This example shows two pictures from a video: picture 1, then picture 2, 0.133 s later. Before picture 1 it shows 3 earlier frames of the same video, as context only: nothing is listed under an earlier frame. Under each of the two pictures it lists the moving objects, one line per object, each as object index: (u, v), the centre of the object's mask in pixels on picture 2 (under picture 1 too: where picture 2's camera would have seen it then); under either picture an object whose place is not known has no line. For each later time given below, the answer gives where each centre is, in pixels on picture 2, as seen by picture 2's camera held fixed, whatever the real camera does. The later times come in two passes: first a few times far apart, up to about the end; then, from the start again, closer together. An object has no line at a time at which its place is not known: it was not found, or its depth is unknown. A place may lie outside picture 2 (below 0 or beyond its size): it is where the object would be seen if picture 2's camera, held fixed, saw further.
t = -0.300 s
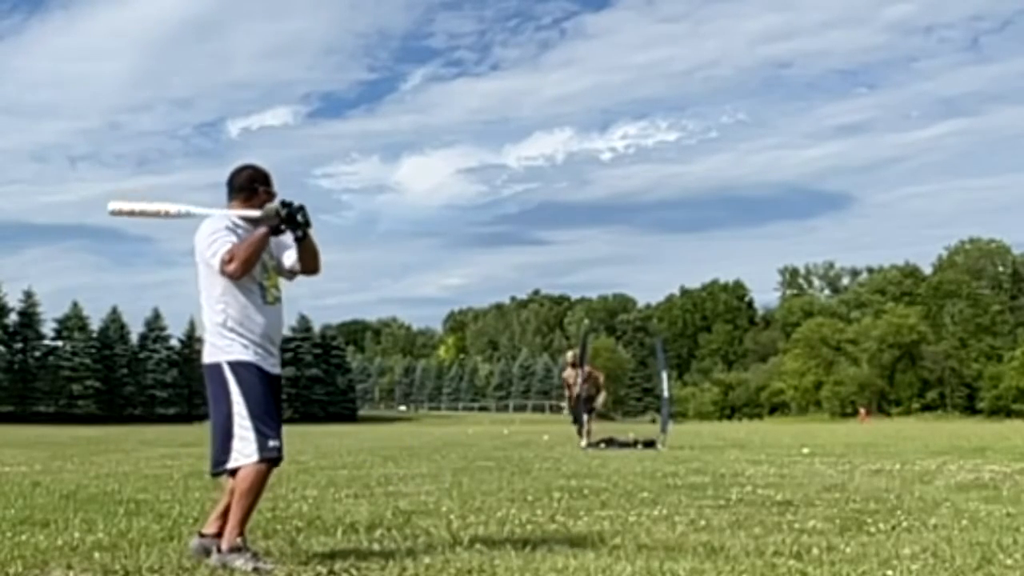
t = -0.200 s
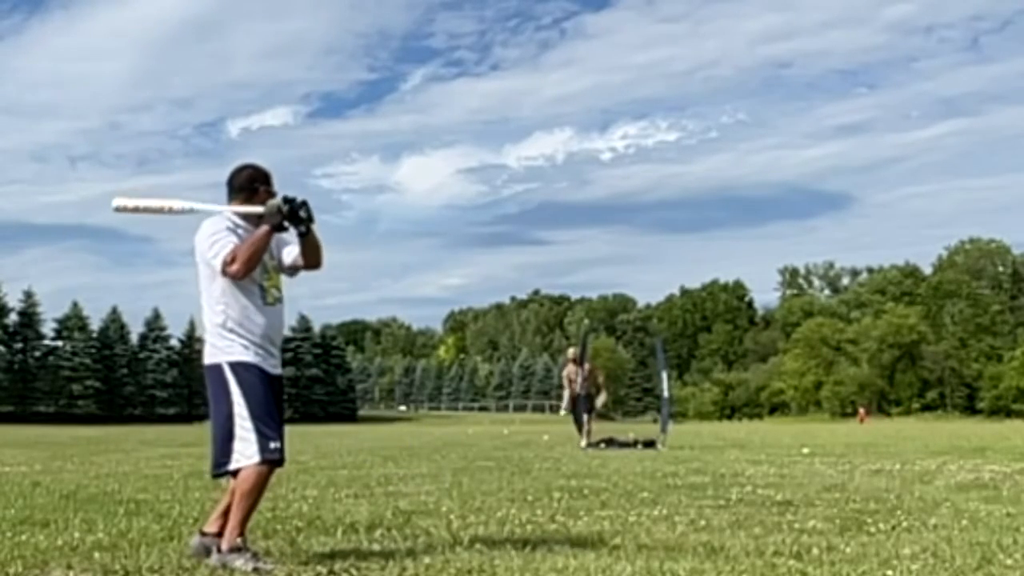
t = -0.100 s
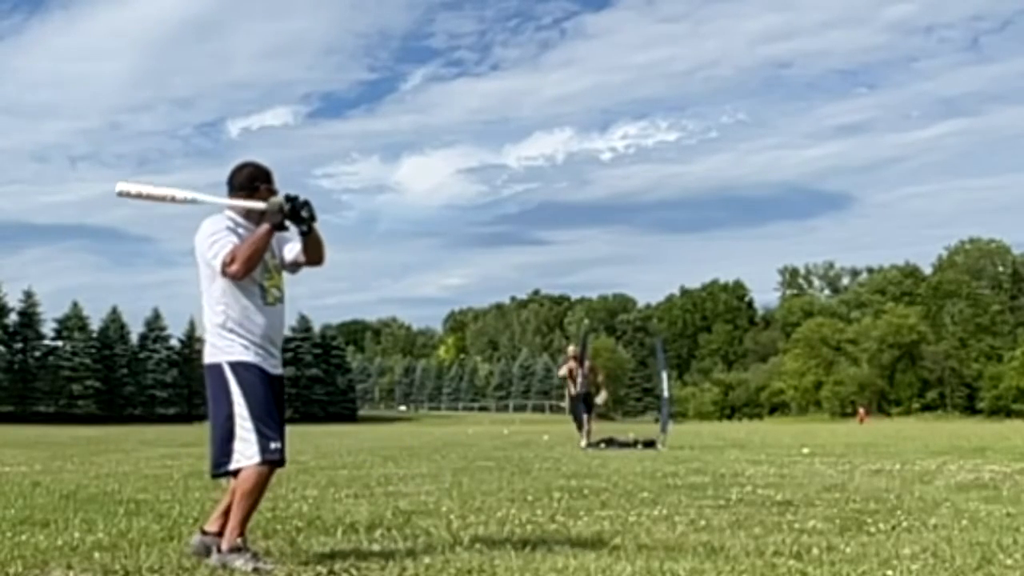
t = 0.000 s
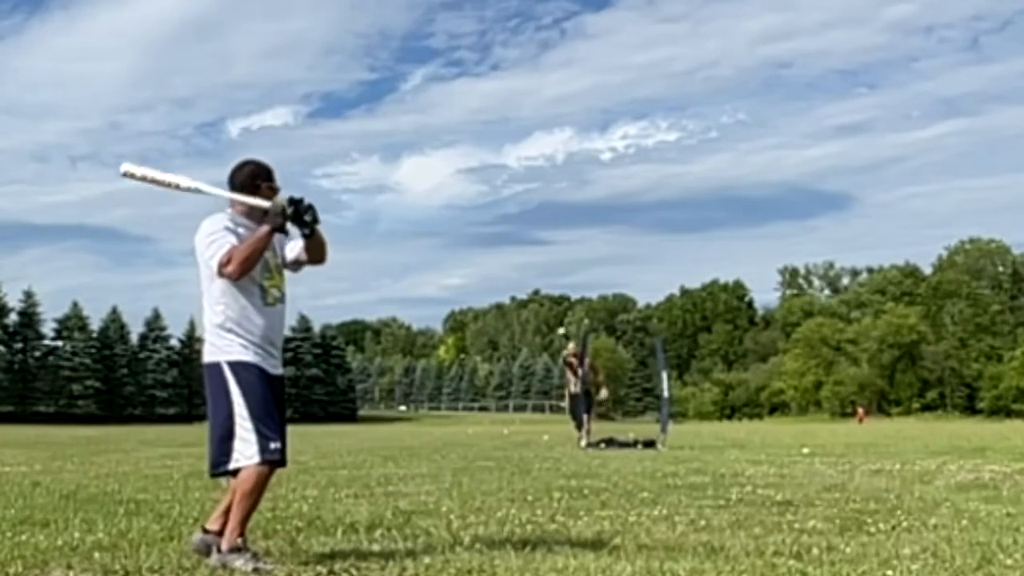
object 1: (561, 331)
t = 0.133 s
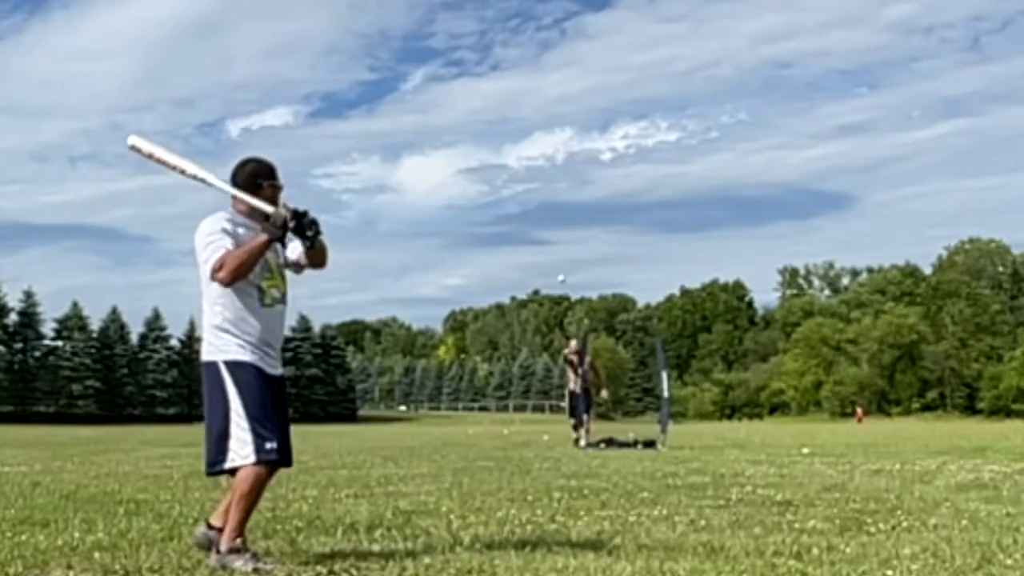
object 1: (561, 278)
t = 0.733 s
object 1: (555, 135)
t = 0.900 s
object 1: (550, 153)
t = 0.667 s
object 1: (556, 140)
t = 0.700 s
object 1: (555, 137)
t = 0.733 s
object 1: (555, 135)
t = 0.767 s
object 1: (554, 136)
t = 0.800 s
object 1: (553, 136)
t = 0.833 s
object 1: (552, 140)
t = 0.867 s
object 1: (551, 145)
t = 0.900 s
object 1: (550, 153)
